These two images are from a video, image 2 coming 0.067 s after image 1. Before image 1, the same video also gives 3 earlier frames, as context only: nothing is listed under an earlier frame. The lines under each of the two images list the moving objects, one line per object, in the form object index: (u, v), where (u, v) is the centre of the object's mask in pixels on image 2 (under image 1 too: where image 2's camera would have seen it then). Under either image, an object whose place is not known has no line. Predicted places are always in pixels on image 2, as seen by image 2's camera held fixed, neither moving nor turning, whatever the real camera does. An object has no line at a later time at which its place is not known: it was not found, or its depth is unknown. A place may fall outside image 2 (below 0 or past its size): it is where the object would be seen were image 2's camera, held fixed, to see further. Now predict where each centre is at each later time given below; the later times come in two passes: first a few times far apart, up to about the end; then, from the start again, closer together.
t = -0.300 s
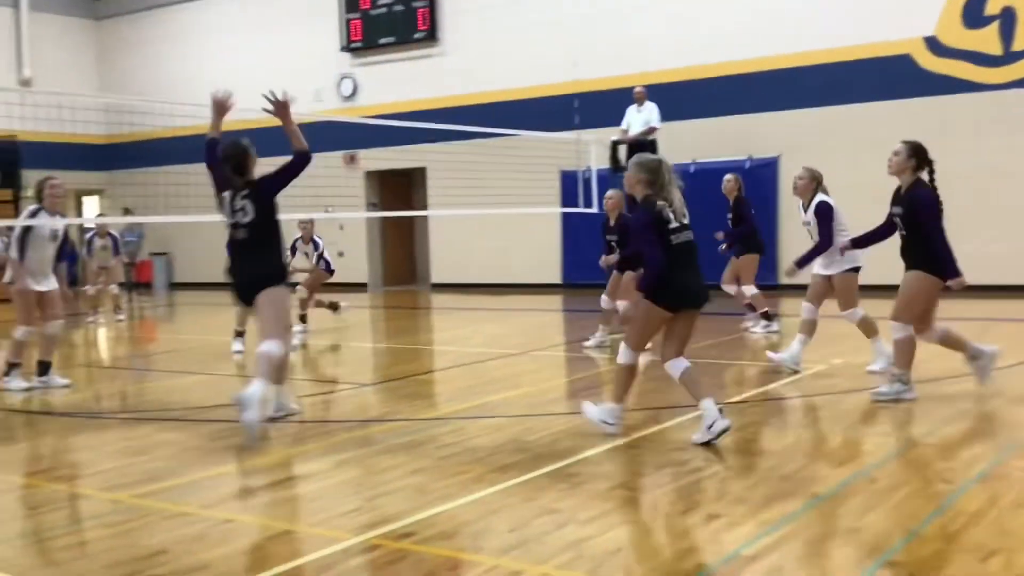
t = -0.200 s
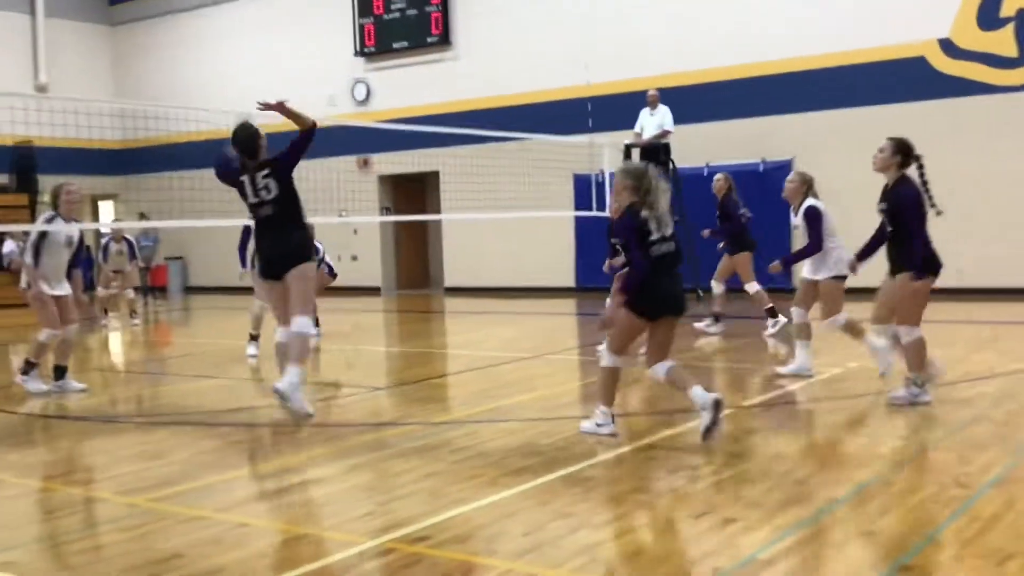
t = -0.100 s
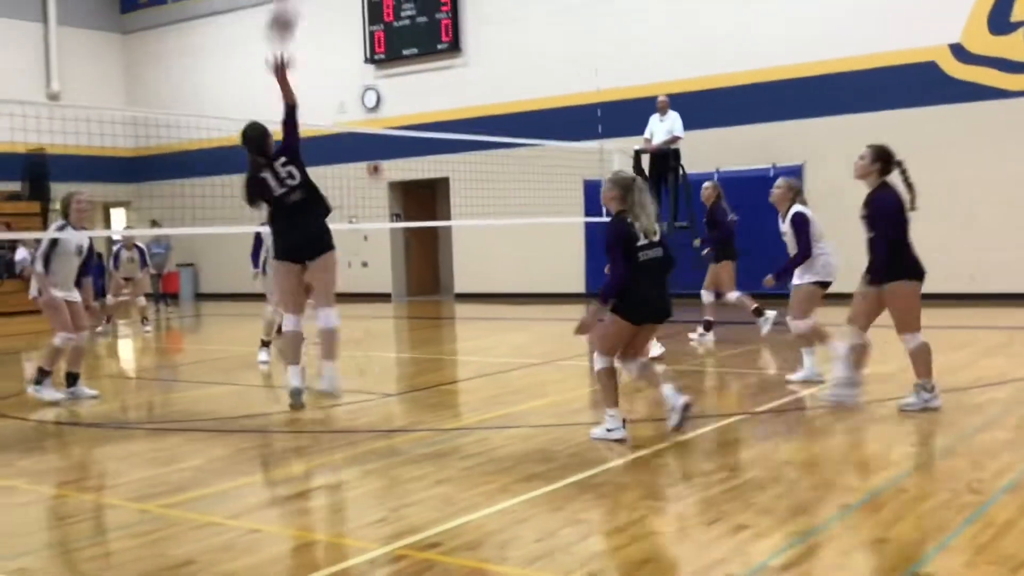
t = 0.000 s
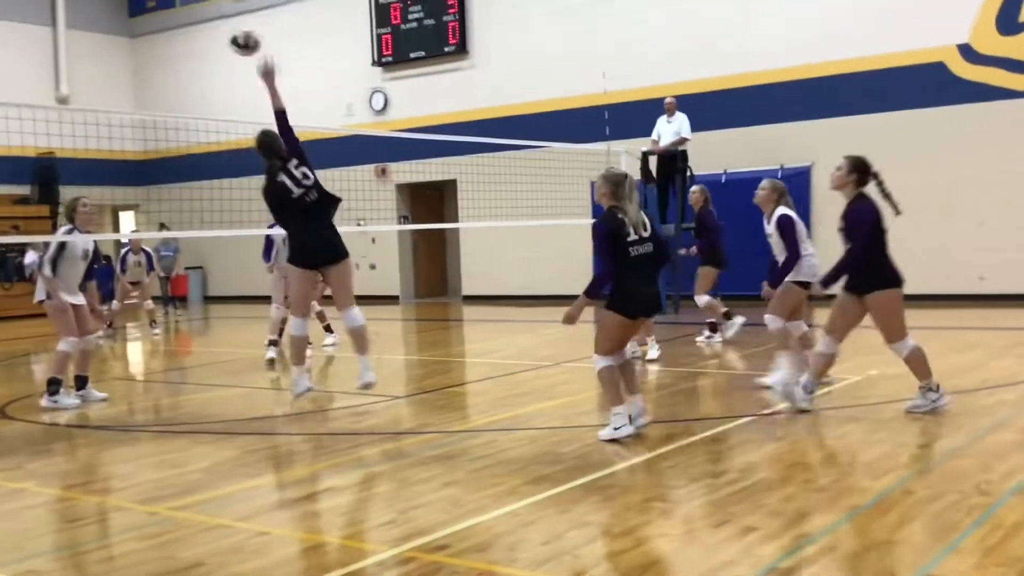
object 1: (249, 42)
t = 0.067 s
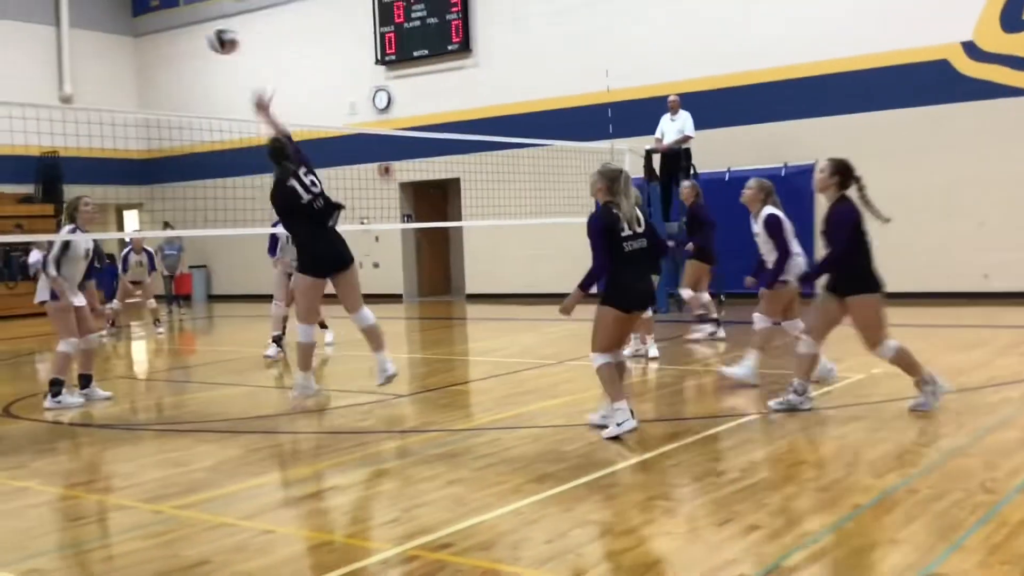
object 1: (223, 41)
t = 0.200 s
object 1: (183, 58)
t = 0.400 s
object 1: (139, 109)
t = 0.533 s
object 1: (118, 160)
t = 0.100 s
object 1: (212, 43)
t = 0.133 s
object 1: (202, 47)
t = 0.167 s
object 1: (192, 51)
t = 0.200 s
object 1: (183, 58)
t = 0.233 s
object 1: (174, 65)
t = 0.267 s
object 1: (166, 70)
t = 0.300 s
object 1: (158, 80)
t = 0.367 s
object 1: (145, 98)
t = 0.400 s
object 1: (139, 109)
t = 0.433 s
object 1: (133, 125)
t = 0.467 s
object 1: (128, 134)
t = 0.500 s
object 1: (122, 147)
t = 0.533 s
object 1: (118, 160)
